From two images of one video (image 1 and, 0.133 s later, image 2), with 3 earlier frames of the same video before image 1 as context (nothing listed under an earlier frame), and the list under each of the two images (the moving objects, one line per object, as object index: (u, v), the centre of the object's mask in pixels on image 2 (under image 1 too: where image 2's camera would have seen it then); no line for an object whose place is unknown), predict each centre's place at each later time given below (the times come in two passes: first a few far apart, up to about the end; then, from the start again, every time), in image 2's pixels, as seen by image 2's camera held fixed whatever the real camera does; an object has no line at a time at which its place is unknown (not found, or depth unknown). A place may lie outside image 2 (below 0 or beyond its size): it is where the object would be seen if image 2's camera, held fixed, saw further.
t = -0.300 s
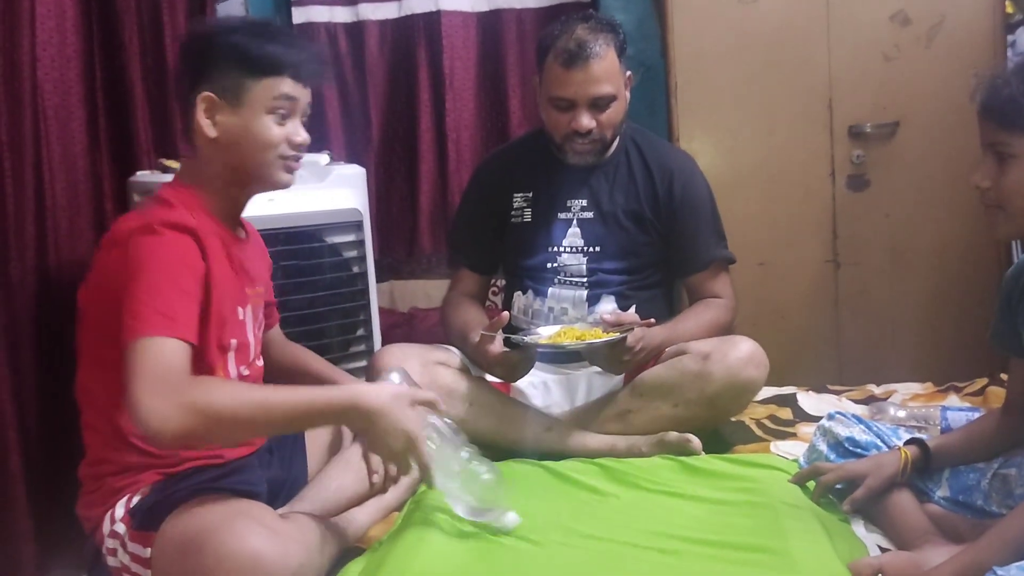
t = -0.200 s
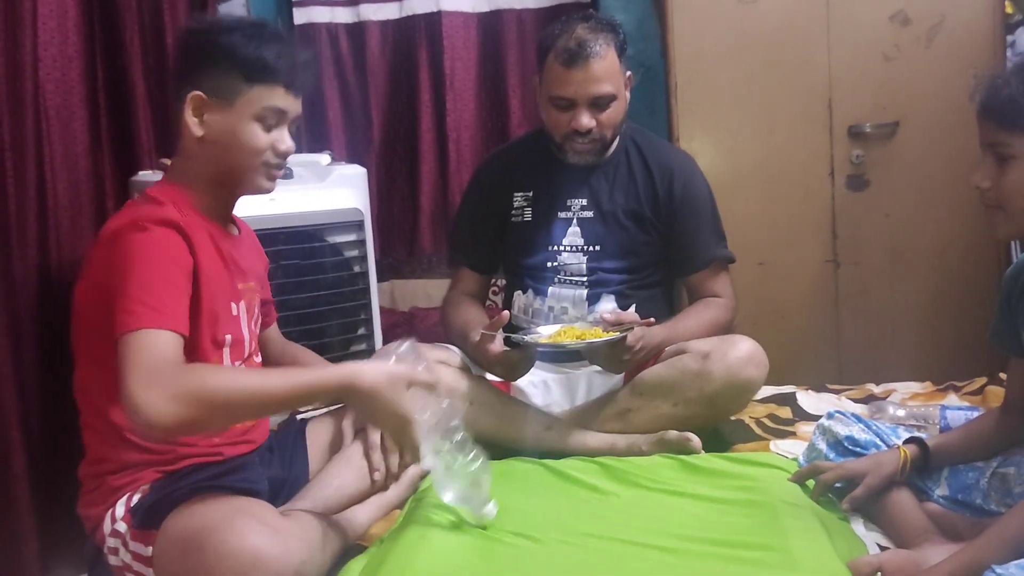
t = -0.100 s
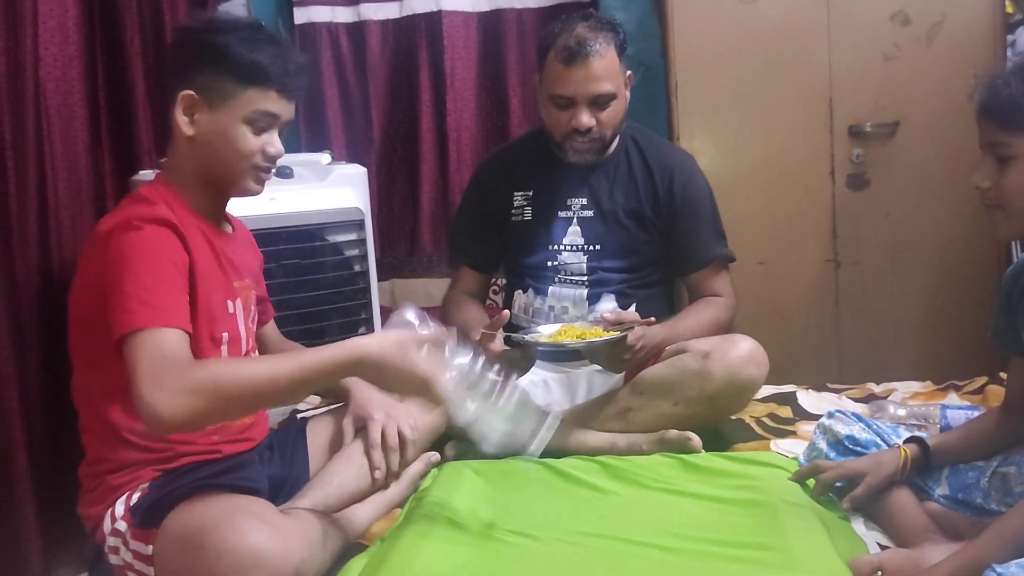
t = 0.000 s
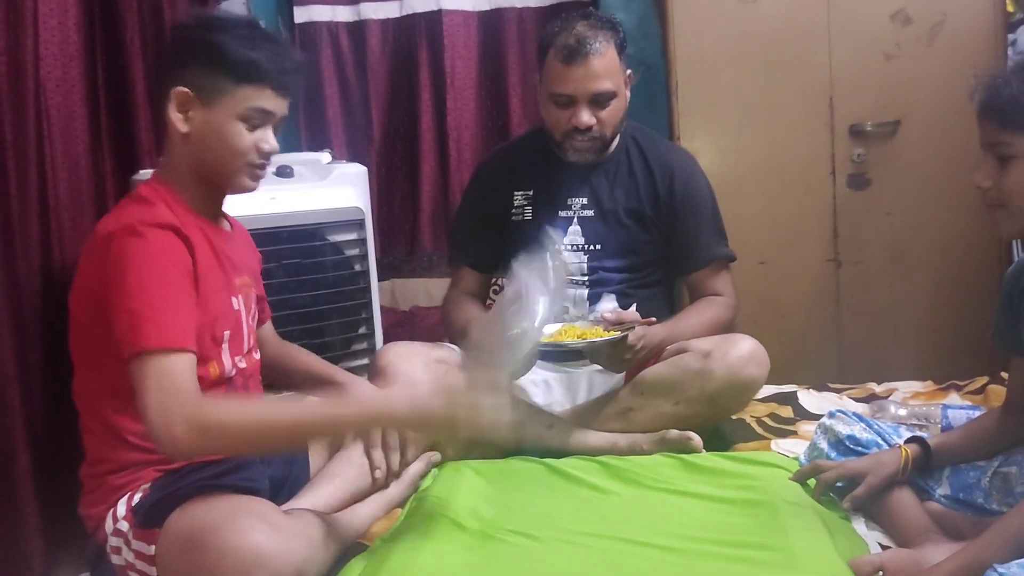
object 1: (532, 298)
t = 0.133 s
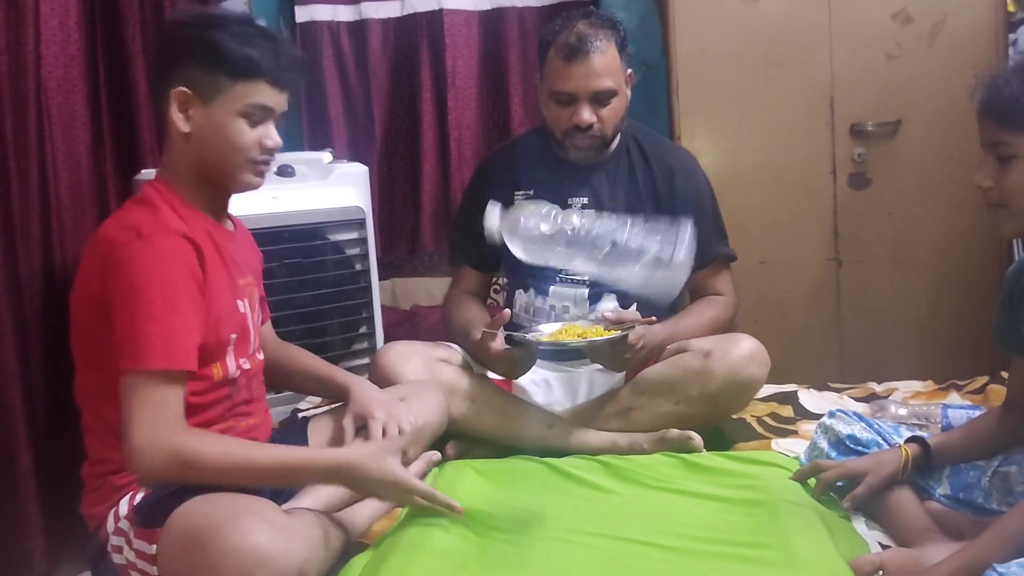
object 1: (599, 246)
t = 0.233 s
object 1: (604, 250)
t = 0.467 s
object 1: (547, 495)
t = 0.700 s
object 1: (535, 501)
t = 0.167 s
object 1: (601, 237)
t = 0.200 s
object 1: (601, 239)
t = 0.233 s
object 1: (604, 250)
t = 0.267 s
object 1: (608, 267)
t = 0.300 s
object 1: (606, 306)
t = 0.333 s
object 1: (602, 353)
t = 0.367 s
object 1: (605, 426)
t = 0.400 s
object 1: (580, 434)
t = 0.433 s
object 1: (562, 467)
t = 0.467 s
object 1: (547, 495)
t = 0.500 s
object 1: (538, 501)
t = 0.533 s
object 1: (536, 501)
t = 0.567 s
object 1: (535, 501)
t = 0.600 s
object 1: (535, 501)
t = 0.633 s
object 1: (535, 501)
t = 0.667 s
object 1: (535, 501)
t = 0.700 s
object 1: (535, 501)
